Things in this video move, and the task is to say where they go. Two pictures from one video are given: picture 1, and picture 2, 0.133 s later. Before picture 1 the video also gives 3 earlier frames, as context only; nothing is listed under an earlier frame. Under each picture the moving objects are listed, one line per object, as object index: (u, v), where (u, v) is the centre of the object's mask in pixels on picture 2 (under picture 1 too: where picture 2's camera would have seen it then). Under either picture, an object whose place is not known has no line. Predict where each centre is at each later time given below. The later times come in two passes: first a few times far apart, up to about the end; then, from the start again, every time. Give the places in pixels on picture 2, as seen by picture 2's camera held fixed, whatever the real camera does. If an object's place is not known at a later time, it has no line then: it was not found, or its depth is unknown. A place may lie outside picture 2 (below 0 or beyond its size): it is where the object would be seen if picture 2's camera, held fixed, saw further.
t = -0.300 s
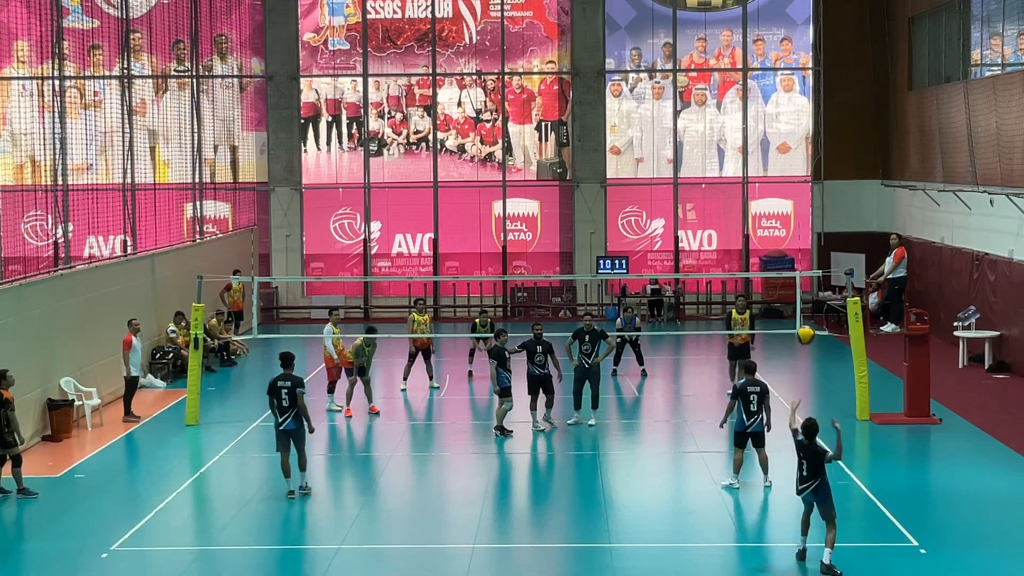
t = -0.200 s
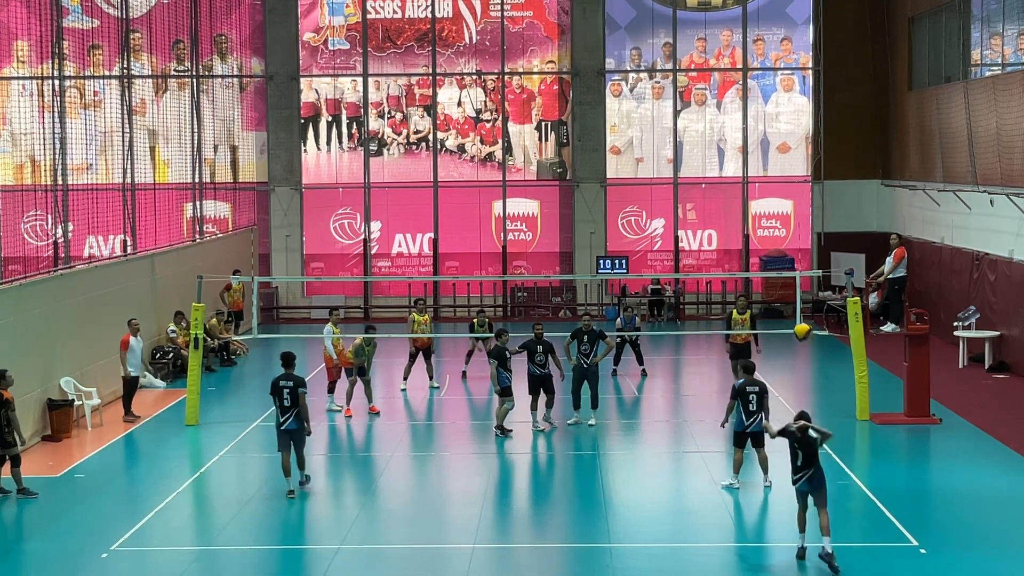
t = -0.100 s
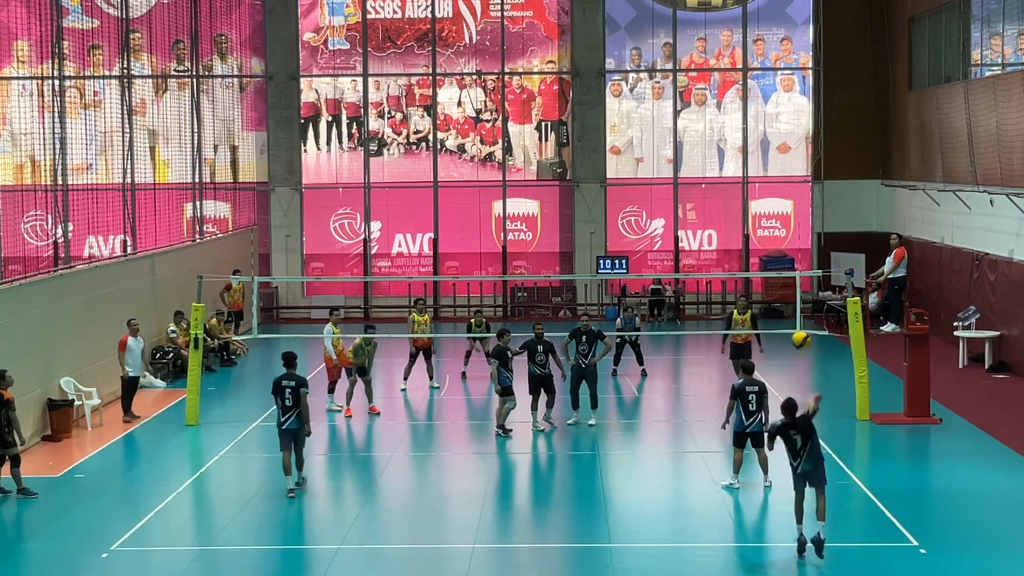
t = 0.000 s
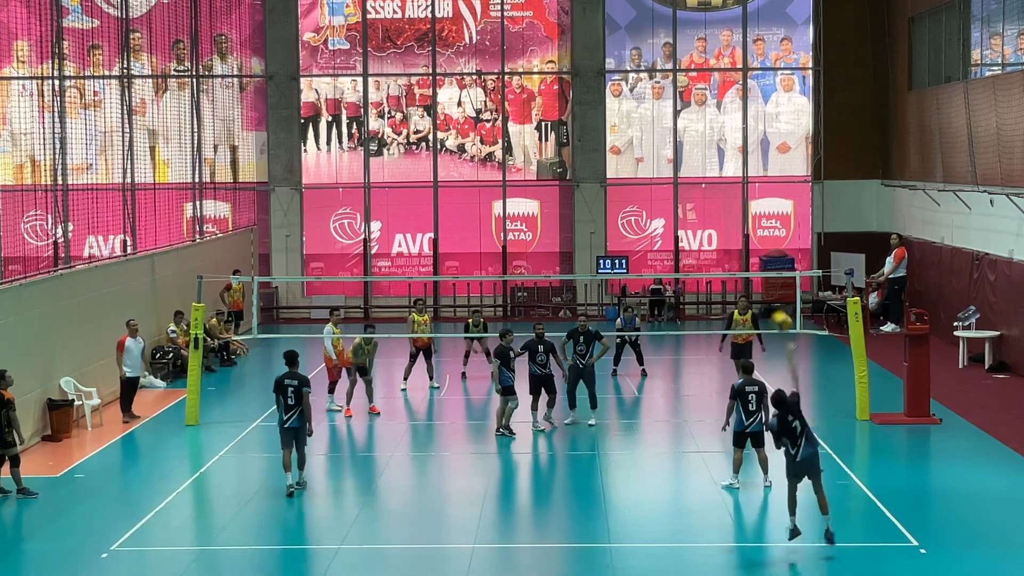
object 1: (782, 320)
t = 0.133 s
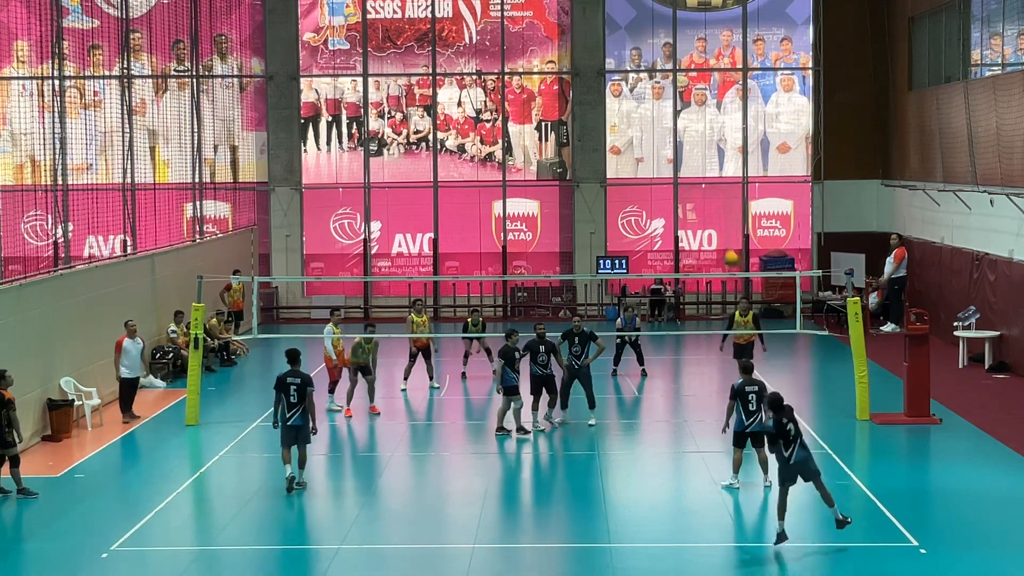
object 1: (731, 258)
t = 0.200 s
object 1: (709, 236)
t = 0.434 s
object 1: (649, 190)
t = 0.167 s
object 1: (720, 247)
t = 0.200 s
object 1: (709, 236)
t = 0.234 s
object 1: (700, 227)
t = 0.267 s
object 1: (691, 218)
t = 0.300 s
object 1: (681, 210)
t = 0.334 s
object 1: (673, 204)
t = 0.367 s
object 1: (664, 198)
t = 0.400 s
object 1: (657, 194)
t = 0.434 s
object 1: (649, 190)
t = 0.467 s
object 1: (643, 187)
